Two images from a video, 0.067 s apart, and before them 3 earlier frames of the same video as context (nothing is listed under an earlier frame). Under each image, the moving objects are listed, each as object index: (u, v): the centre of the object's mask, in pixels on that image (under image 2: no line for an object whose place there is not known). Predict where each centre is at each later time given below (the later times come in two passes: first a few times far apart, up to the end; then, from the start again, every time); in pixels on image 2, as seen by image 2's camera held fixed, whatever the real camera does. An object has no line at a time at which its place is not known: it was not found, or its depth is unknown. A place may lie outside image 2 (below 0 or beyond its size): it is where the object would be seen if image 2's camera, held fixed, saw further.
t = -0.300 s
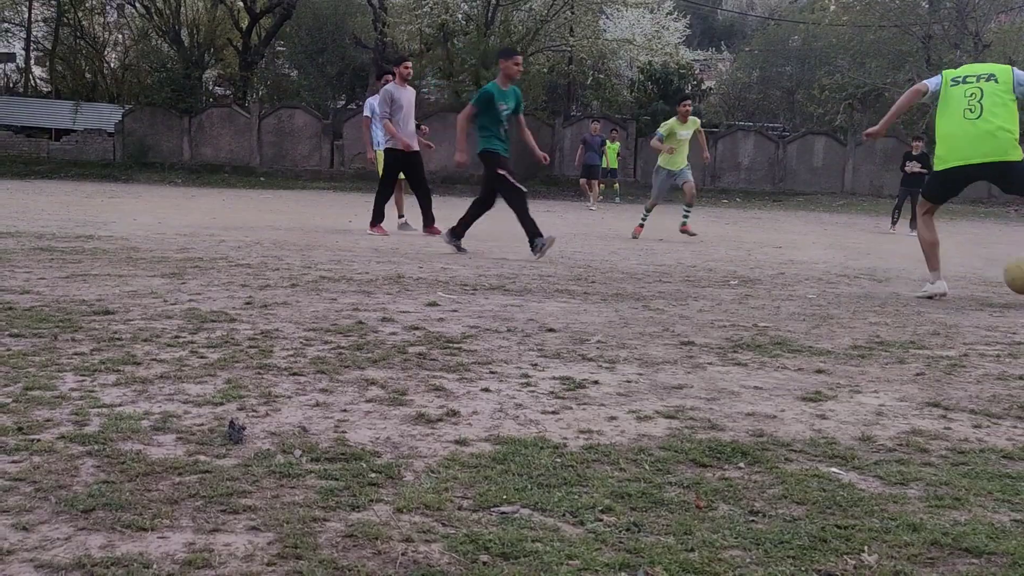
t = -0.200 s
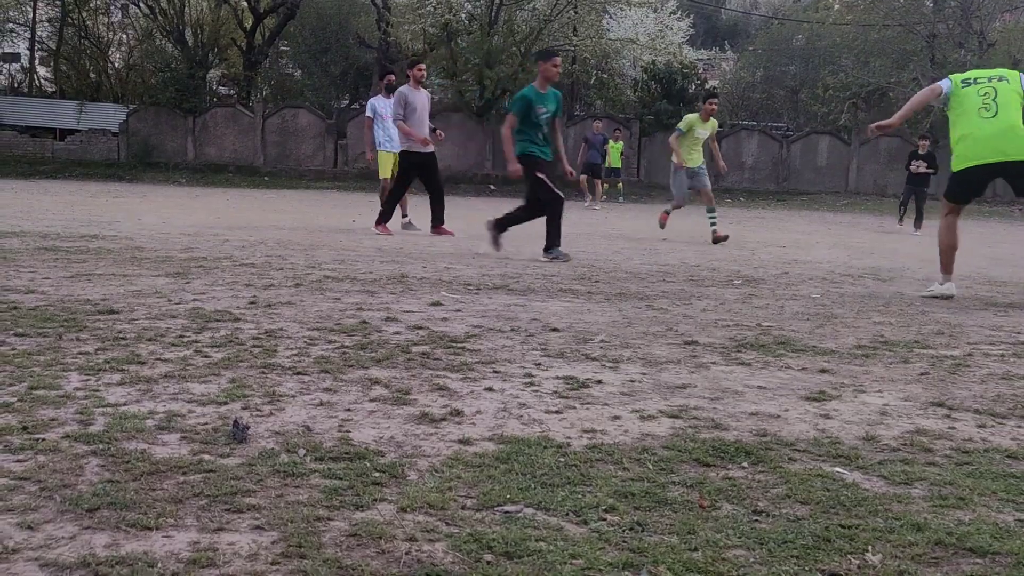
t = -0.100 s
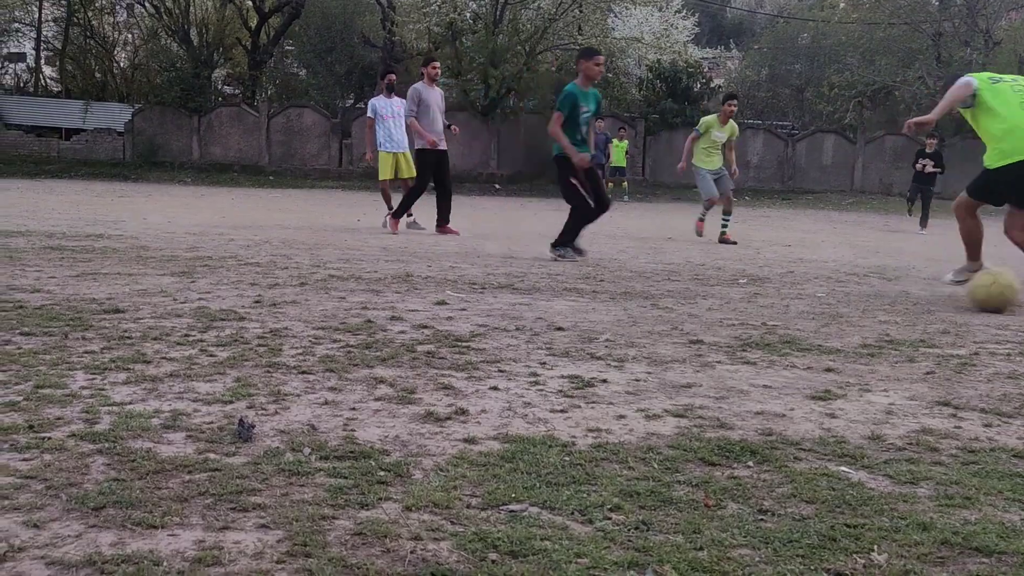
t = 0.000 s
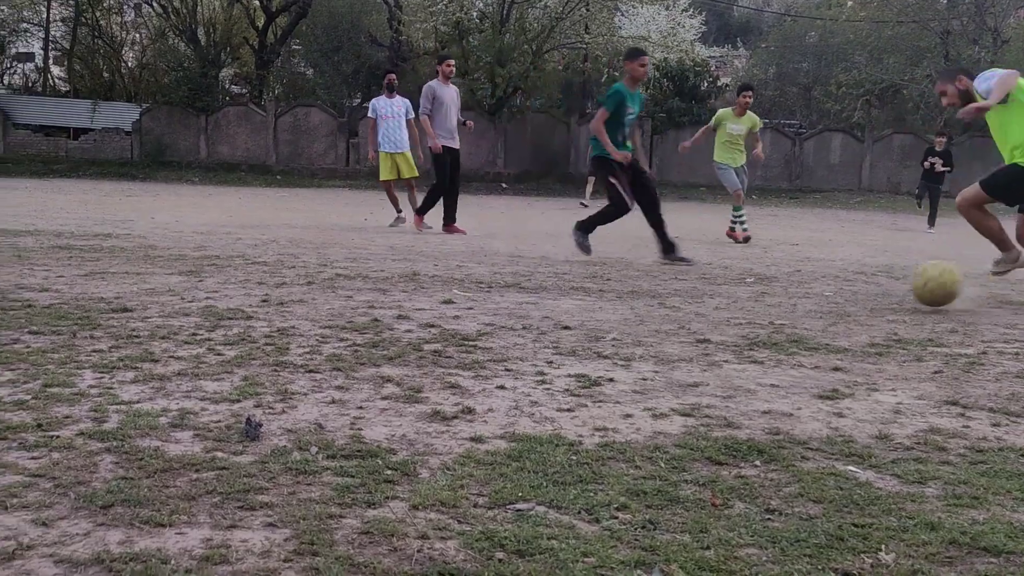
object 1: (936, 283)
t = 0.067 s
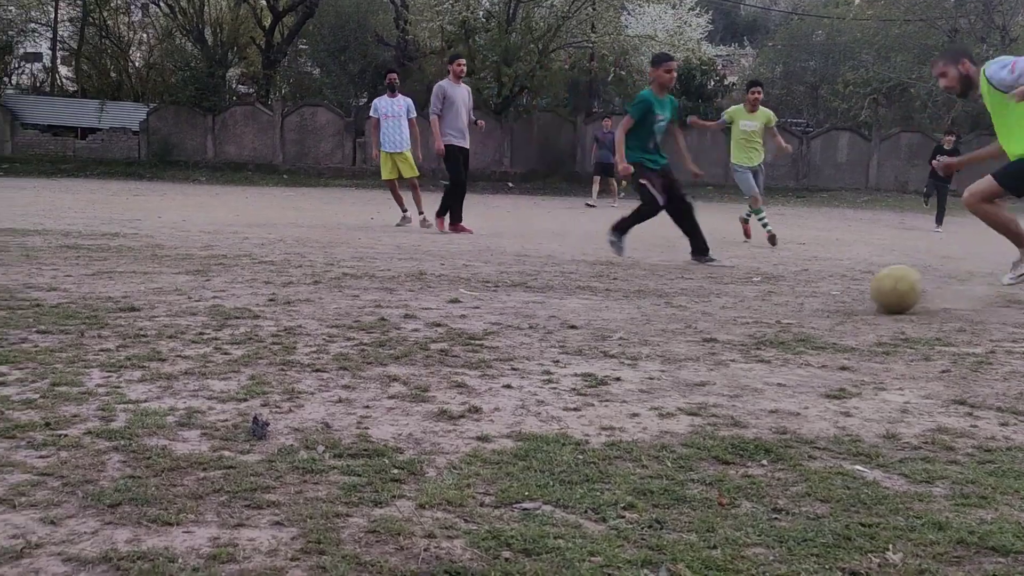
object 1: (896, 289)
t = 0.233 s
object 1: (802, 290)
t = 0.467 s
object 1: (673, 294)
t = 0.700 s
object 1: (521, 301)
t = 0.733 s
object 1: (498, 305)
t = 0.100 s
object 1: (876, 289)
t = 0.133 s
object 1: (855, 289)
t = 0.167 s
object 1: (836, 292)
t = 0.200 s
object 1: (818, 291)
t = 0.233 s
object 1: (802, 290)
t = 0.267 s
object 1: (784, 292)
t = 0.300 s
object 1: (766, 295)
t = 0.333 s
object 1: (749, 292)
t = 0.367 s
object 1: (731, 289)
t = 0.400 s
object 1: (712, 288)
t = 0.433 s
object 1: (693, 290)
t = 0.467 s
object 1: (673, 294)
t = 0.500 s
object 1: (653, 300)
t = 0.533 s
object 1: (633, 297)
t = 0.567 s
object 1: (611, 297)
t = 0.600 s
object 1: (589, 300)
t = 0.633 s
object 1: (567, 303)
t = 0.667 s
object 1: (544, 300)
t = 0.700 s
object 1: (521, 301)
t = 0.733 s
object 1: (498, 305)
